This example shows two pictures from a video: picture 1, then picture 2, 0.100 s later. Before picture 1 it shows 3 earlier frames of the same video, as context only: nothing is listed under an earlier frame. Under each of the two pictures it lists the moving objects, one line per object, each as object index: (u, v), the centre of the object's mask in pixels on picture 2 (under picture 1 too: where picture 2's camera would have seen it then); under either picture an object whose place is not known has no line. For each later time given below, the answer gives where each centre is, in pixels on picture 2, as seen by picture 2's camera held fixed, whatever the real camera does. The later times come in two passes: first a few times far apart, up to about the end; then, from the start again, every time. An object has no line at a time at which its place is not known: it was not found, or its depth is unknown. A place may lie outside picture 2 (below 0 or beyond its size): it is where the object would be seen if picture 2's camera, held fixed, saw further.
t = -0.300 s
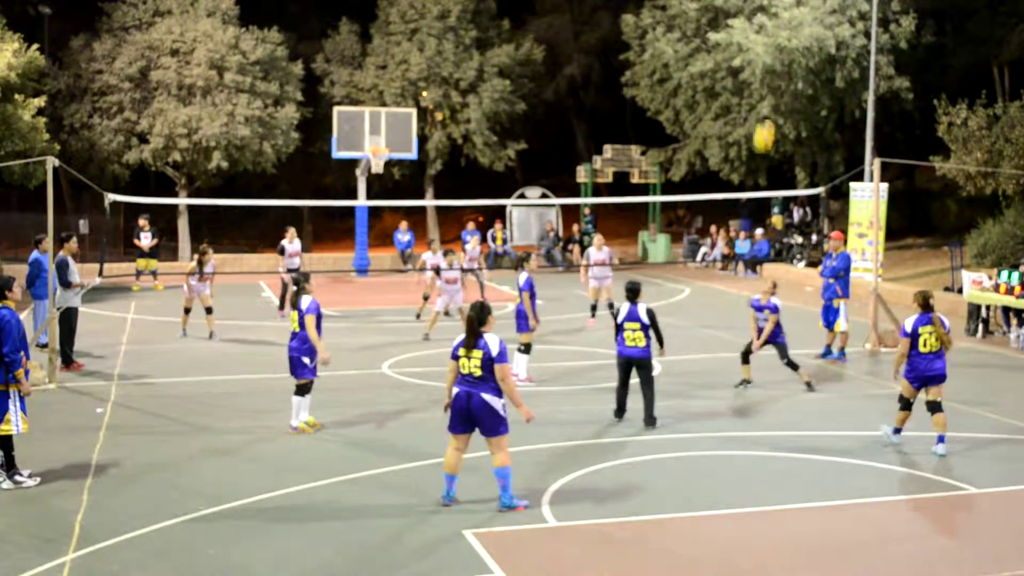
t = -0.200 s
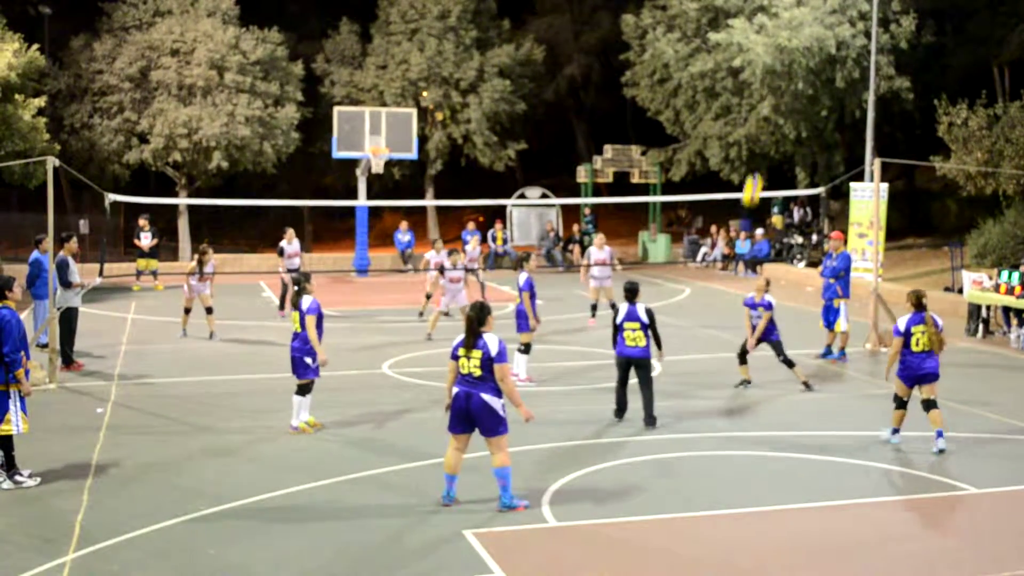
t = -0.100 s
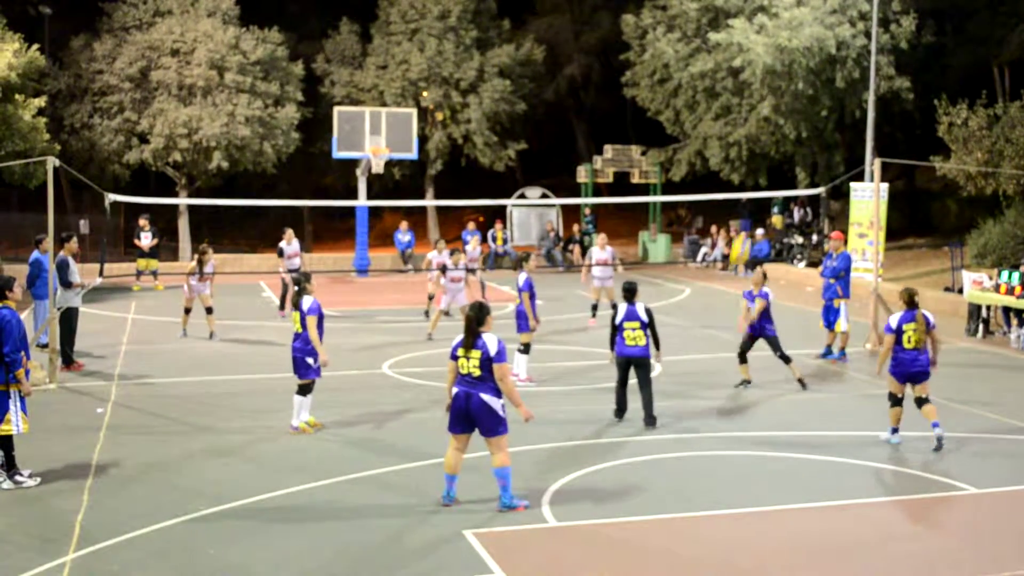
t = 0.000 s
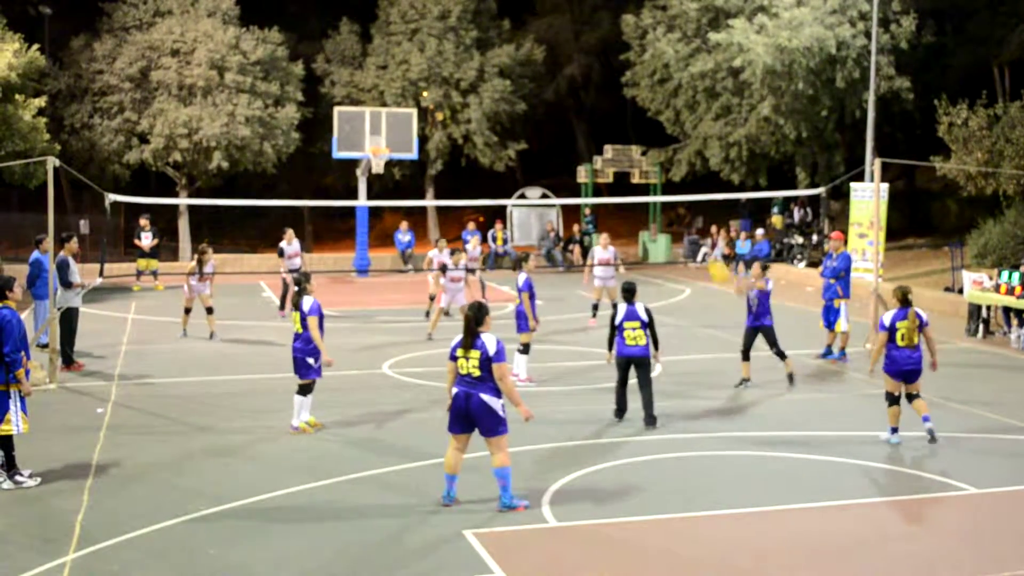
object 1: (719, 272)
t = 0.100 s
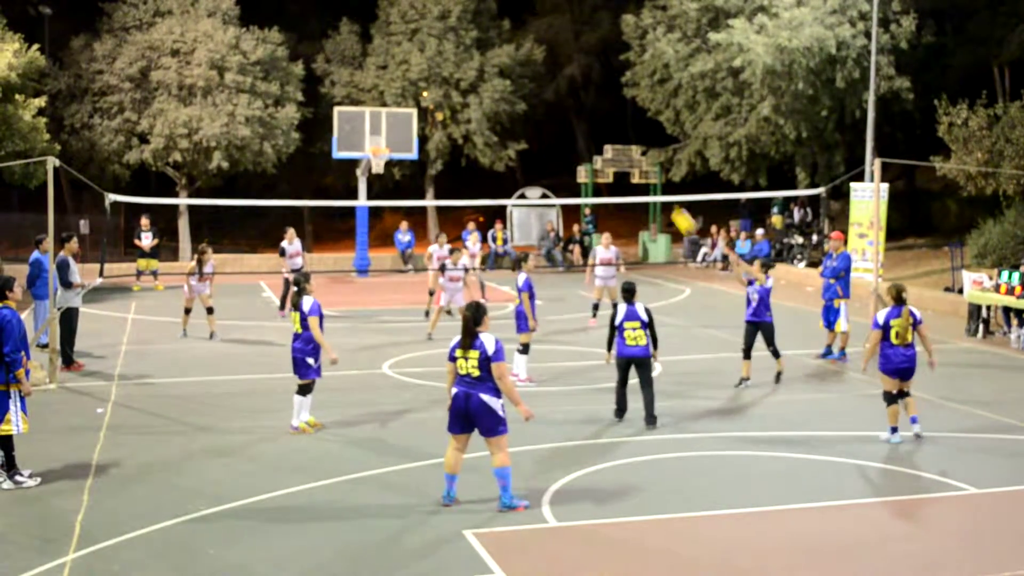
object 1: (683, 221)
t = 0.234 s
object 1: (640, 174)
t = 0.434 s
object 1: (582, 139)
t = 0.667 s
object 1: (522, 138)
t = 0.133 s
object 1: (673, 210)
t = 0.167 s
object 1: (662, 197)
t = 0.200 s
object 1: (652, 185)
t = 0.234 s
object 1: (640, 174)
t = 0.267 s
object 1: (629, 166)
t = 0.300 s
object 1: (620, 160)
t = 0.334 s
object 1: (610, 152)
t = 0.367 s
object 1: (599, 146)
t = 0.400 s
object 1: (591, 142)
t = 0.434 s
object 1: (582, 139)
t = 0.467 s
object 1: (573, 136)
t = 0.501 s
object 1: (564, 134)
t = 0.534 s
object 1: (555, 133)
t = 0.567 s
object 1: (547, 133)
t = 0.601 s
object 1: (538, 134)
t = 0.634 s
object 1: (530, 135)
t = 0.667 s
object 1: (522, 138)
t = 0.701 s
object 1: (515, 141)
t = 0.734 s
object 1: (507, 144)
